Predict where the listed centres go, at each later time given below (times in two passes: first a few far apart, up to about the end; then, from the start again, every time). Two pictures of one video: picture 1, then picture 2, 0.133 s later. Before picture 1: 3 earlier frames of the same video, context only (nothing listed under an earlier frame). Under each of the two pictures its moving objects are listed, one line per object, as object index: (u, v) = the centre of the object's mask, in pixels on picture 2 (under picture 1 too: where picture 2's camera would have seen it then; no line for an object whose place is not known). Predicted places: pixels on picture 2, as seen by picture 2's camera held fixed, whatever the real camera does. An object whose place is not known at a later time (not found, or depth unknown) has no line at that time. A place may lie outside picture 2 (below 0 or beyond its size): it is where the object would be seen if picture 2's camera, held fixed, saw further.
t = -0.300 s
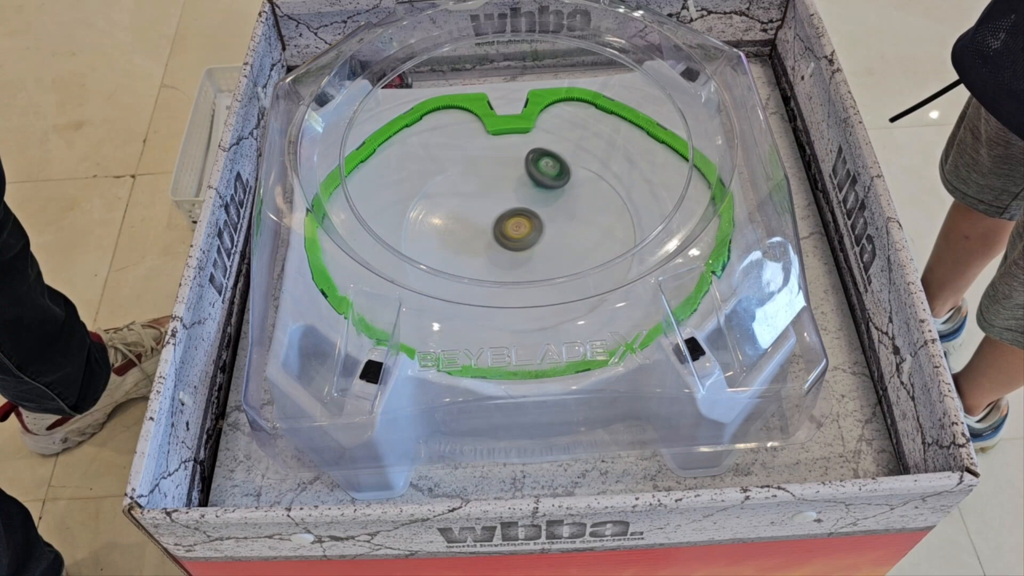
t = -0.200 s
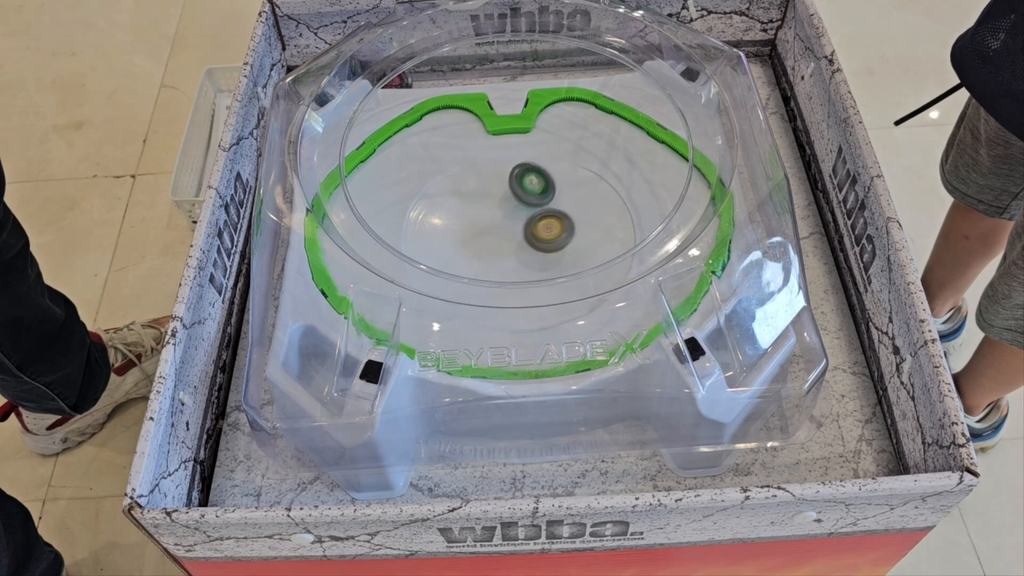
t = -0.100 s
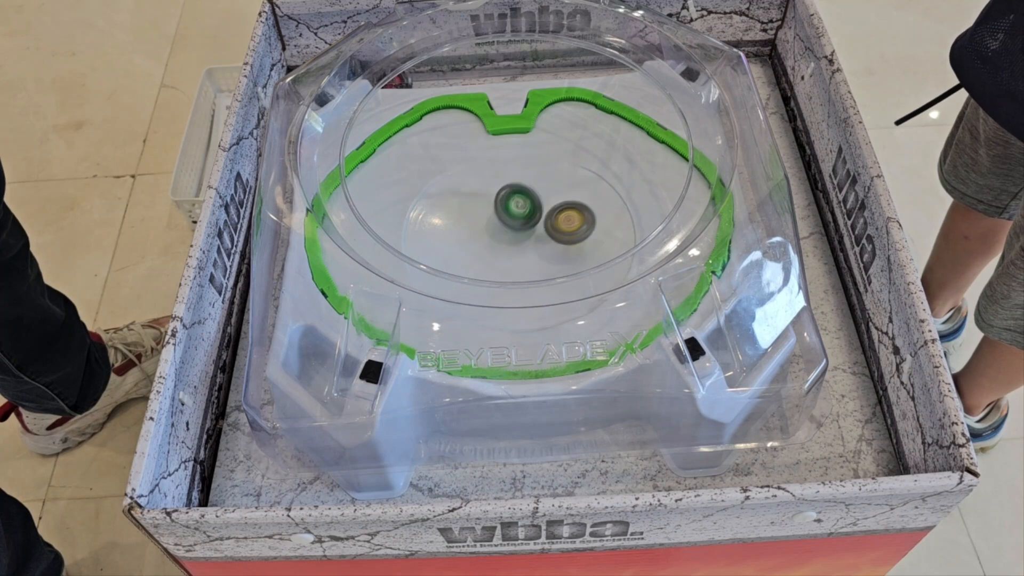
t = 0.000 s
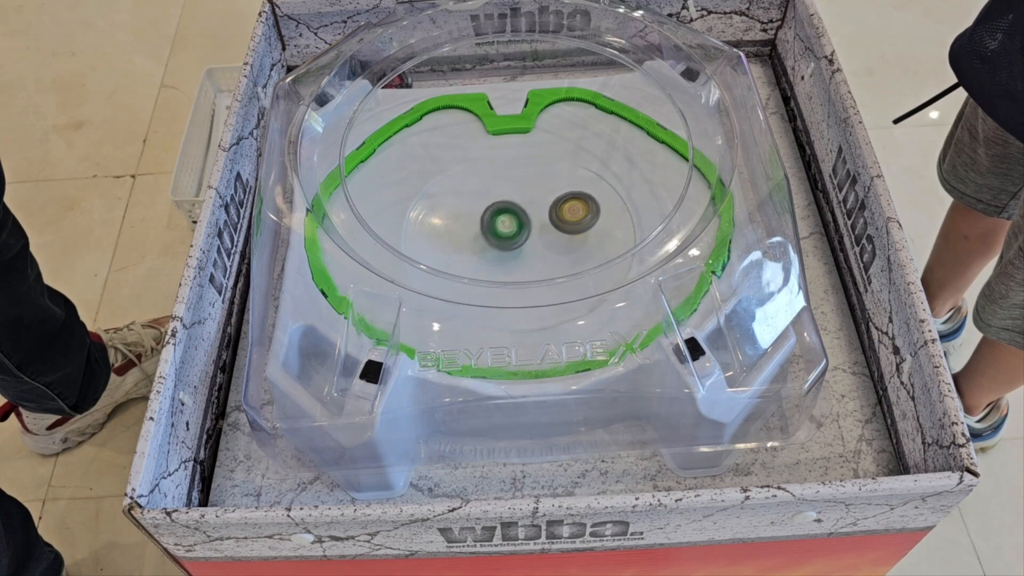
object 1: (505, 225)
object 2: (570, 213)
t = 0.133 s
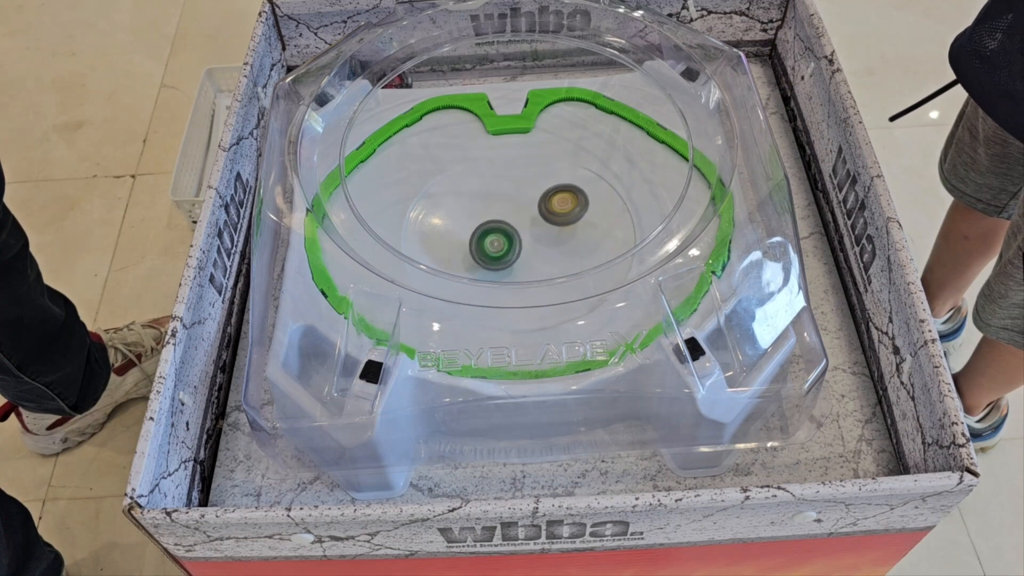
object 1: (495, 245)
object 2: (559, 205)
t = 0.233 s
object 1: (493, 249)
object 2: (546, 210)
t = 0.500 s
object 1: (450, 256)
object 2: (565, 214)
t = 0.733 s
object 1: (471, 251)
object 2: (541, 218)
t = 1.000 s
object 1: (485, 237)
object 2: (560, 211)
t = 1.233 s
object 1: (494, 232)
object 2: (563, 205)
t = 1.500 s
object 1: (492, 226)
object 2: (556, 204)
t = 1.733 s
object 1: (388, 219)
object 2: (620, 187)
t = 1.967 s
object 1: (365, 225)
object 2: (582, 202)
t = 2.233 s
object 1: (463, 219)
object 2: (549, 226)
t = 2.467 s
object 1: (561, 208)
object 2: (540, 263)
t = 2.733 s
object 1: (561, 213)
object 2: (541, 282)
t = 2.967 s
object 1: (529, 219)
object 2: (520, 277)
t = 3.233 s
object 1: (519, 218)
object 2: (491, 259)
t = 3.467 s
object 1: (527, 216)
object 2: (465, 237)
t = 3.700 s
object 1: (537, 222)
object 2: (452, 217)
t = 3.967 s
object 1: (524, 237)
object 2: (462, 199)
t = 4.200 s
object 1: (503, 232)
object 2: (487, 187)
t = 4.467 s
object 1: (508, 272)
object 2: (508, 120)
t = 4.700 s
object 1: (515, 255)
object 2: (530, 137)
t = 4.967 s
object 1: (519, 219)
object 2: (554, 168)
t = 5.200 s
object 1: (431, 185)
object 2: (677, 206)
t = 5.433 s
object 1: (383, 154)
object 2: (600, 187)
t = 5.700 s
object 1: (440, 165)
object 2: (457, 219)
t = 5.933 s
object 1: (526, 226)
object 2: (416, 273)
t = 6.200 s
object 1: (560, 242)
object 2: (384, 300)
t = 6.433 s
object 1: (538, 242)
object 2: (392, 255)
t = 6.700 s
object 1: (514, 228)
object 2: (370, 189)
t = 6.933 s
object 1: (514, 217)
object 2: (391, 136)
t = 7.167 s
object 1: (529, 221)
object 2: (446, 106)
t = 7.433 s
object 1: (525, 243)
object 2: (442, 158)
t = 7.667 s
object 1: (525, 266)
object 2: (471, 203)
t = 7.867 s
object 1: (550, 286)
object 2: (476, 222)
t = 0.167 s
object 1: (494, 247)
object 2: (555, 206)
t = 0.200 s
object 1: (493, 249)
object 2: (550, 207)
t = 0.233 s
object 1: (493, 249)
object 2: (546, 210)
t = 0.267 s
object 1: (493, 249)
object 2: (541, 213)
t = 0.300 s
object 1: (495, 248)
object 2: (539, 215)
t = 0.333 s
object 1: (496, 246)
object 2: (535, 218)
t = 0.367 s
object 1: (490, 248)
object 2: (540, 218)
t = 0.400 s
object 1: (477, 249)
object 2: (551, 215)
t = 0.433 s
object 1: (464, 255)
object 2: (557, 214)
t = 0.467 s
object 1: (455, 255)
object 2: (563, 214)
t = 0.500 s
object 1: (450, 256)
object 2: (565, 214)
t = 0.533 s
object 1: (448, 256)
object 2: (565, 214)
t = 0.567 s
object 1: (448, 256)
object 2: (563, 214)
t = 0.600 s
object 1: (451, 257)
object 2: (561, 214)
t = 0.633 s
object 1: (454, 257)
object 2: (557, 214)
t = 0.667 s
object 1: (458, 257)
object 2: (553, 215)
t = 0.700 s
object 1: (464, 256)
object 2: (547, 216)
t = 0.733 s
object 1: (471, 251)
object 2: (541, 218)
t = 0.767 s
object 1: (479, 249)
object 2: (536, 219)
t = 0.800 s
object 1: (487, 243)
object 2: (533, 221)
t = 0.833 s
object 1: (482, 243)
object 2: (545, 218)
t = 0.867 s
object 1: (478, 243)
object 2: (553, 215)
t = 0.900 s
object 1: (476, 241)
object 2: (558, 214)
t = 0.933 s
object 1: (477, 241)
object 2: (561, 213)
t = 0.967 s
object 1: (480, 238)
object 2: (563, 212)
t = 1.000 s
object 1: (485, 237)
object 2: (560, 211)
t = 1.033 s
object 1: (490, 236)
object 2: (558, 210)
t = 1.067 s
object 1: (496, 234)
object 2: (555, 209)
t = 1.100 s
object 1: (502, 235)
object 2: (552, 209)
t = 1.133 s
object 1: (508, 232)
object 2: (548, 208)
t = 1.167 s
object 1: (513, 233)
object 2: (542, 208)
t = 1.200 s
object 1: (503, 231)
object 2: (553, 205)
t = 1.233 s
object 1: (494, 232)
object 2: (563, 205)
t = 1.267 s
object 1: (487, 230)
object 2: (570, 206)
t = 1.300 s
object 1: (484, 228)
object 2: (572, 206)
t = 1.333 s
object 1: (482, 228)
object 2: (572, 206)
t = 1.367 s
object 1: (483, 227)
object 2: (569, 206)
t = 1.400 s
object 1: (485, 227)
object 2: (567, 205)
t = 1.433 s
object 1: (487, 226)
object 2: (563, 205)
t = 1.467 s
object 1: (489, 226)
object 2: (560, 204)
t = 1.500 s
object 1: (492, 226)
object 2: (556, 204)
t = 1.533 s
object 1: (494, 225)
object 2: (551, 205)
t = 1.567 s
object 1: (497, 224)
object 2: (547, 205)
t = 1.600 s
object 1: (490, 224)
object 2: (551, 204)
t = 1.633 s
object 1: (459, 224)
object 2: (581, 198)
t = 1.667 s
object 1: (429, 228)
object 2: (602, 194)
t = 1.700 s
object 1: (406, 223)
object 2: (615, 191)
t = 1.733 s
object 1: (388, 219)
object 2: (620, 187)
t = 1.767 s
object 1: (367, 228)
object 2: (619, 188)
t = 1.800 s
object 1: (354, 224)
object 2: (614, 193)
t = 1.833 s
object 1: (339, 226)
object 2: (606, 195)
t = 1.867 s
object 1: (333, 230)
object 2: (599, 197)
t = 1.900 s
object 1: (341, 227)
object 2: (592, 199)
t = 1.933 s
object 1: (355, 228)
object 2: (586, 200)
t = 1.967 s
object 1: (365, 225)
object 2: (582, 202)
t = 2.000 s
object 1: (375, 225)
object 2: (578, 204)
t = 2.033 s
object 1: (385, 223)
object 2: (571, 206)
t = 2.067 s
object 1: (395, 221)
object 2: (568, 208)
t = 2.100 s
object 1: (406, 224)
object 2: (564, 211)
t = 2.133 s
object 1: (418, 222)
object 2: (560, 215)
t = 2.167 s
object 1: (432, 220)
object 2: (556, 219)
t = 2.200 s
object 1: (447, 220)
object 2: (552, 222)
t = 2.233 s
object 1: (463, 219)
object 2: (549, 226)
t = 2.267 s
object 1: (479, 218)
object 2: (546, 230)
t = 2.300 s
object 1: (495, 218)
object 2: (543, 235)
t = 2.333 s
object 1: (511, 215)
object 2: (541, 241)
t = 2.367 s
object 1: (526, 213)
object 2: (541, 248)
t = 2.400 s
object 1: (540, 210)
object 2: (540, 255)
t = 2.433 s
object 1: (552, 209)
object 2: (540, 260)
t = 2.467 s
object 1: (561, 208)
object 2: (540, 263)
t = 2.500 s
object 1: (568, 207)
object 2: (540, 266)
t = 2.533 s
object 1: (572, 208)
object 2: (541, 268)
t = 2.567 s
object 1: (574, 208)
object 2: (543, 274)
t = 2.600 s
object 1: (573, 209)
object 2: (543, 276)
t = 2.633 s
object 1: (571, 210)
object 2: (543, 279)
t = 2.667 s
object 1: (568, 211)
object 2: (543, 281)
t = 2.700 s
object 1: (564, 212)
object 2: (542, 281)
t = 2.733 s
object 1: (561, 213)
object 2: (541, 282)
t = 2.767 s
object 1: (556, 214)
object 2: (540, 282)
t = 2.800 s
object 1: (551, 215)
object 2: (538, 282)
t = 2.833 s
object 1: (547, 216)
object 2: (535, 283)
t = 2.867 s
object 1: (542, 217)
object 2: (532, 283)
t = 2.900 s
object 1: (537, 218)
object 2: (530, 281)
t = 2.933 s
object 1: (533, 219)
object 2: (524, 280)
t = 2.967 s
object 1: (529, 219)
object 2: (520, 277)
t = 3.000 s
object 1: (526, 220)
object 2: (517, 275)
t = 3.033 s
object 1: (523, 220)
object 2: (513, 274)
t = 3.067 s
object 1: (521, 220)
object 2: (509, 269)
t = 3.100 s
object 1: (520, 219)
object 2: (505, 267)
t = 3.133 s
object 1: (519, 219)
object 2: (501, 266)
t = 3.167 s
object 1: (518, 218)
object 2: (500, 263)
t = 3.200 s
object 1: (518, 218)
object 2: (496, 261)
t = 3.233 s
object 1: (519, 218)
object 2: (491, 259)
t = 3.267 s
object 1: (519, 218)
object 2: (487, 256)
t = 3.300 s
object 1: (520, 217)
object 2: (483, 253)
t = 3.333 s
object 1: (521, 217)
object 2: (479, 250)
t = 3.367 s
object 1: (522, 216)
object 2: (475, 247)
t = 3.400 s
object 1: (524, 216)
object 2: (471, 243)
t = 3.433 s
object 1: (525, 216)
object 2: (468, 240)
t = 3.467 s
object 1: (527, 216)
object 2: (465, 237)
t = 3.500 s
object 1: (529, 216)
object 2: (463, 234)
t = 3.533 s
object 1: (530, 217)
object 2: (461, 231)
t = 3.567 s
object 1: (532, 218)
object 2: (459, 228)
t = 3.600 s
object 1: (533, 218)
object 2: (458, 225)
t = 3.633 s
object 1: (534, 219)
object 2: (457, 222)
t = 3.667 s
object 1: (536, 221)
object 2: (456, 219)
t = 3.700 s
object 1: (537, 222)
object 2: (452, 217)
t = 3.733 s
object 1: (537, 225)
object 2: (452, 214)
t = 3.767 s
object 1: (537, 227)
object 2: (453, 212)
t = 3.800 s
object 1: (536, 229)
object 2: (453, 210)
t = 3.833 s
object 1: (534, 231)
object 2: (454, 208)
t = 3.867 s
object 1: (532, 232)
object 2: (456, 205)
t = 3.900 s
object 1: (529, 234)
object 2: (458, 203)
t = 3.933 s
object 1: (527, 236)
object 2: (460, 201)
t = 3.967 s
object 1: (524, 237)
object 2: (462, 199)
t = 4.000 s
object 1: (521, 238)
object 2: (465, 197)
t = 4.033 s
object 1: (517, 237)
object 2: (468, 195)
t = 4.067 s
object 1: (514, 236)
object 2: (471, 194)
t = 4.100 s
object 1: (510, 236)
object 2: (475, 192)
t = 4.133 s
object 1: (508, 235)
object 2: (479, 191)
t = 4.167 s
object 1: (505, 234)
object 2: (483, 189)
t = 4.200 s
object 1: (503, 232)
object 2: (487, 187)
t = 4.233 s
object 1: (503, 240)
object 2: (491, 174)
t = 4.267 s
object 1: (503, 252)
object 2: (495, 158)
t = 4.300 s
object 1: (504, 263)
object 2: (499, 148)
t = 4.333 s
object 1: (505, 267)
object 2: (500, 141)
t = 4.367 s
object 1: (507, 270)
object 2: (501, 134)
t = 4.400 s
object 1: (508, 271)
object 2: (503, 129)
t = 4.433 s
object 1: (508, 272)
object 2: (505, 123)
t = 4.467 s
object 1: (508, 272)
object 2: (508, 120)
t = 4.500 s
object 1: (508, 272)
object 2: (511, 121)
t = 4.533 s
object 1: (508, 270)
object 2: (514, 123)
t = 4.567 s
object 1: (510, 268)
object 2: (517, 125)
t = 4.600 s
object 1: (512, 265)
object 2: (520, 128)
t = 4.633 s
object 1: (514, 261)
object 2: (523, 130)
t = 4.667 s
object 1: (515, 258)
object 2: (526, 134)
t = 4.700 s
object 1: (515, 255)
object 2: (530, 137)
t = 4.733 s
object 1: (515, 250)
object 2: (534, 140)
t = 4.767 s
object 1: (515, 247)
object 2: (538, 144)
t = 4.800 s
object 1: (515, 243)
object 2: (541, 147)
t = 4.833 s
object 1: (515, 238)
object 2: (544, 151)
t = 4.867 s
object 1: (515, 233)
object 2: (546, 155)
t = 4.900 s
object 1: (516, 228)
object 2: (550, 159)
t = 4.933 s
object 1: (517, 223)
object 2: (551, 164)
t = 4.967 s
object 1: (519, 219)
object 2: (554, 168)
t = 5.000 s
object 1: (521, 214)
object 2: (558, 173)
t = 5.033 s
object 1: (524, 212)
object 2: (559, 178)
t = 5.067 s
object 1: (519, 209)
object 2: (570, 182)
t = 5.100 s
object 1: (497, 191)
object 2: (602, 184)
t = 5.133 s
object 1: (474, 181)
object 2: (633, 193)
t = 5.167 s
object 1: (452, 179)
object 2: (655, 200)
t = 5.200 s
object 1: (431, 185)
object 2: (677, 206)
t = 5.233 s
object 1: (417, 175)
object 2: (698, 210)
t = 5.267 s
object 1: (404, 171)
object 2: (701, 209)
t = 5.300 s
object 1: (393, 171)
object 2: (681, 200)
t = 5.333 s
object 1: (387, 167)
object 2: (658, 199)
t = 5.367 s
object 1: (383, 162)
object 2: (640, 192)
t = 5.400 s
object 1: (382, 159)
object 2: (620, 186)
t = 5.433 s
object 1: (383, 154)
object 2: (600, 187)
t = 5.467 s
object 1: (387, 154)
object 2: (579, 185)
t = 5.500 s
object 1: (391, 152)
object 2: (558, 187)
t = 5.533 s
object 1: (396, 153)
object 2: (538, 189)
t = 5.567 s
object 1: (403, 153)
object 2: (518, 193)
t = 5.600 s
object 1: (410, 156)
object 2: (500, 199)
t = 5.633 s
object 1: (419, 156)
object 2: (482, 203)
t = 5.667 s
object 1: (430, 163)
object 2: (469, 212)
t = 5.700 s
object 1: (440, 165)
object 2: (457, 219)
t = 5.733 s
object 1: (452, 174)
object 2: (447, 228)
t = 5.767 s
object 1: (464, 180)
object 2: (438, 237)
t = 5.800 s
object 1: (479, 191)
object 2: (431, 246)
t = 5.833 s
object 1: (493, 203)
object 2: (428, 250)
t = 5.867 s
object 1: (506, 210)
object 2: (421, 264)
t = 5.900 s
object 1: (518, 222)
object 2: (416, 269)
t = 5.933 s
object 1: (526, 226)
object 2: (416, 273)
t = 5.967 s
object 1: (534, 234)
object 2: (411, 284)
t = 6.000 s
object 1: (540, 238)
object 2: (409, 290)
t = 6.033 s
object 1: (545, 239)
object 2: (404, 294)
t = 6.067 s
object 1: (548, 242)
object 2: (398, 297)
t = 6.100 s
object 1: (552, 241)
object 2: (390, 300)
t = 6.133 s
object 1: (555, 241)
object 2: (384, 303)
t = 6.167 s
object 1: (558, 242)
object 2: (380, 303)
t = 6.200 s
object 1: (560, 242)
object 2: (384, 300)
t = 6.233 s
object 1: (559, 243)
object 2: (389, 295)
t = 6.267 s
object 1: (559, 244)
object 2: (393, 290)
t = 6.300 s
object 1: (555, 243)
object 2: (396, 284)
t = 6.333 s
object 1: (552, 244)
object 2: (398, 277)
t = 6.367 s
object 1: (547, 245)
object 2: (398, 270)
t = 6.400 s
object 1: (543, 242)
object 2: (397, 263)
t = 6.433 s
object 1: (538, 242)
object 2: (392, 255)
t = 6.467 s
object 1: (536, 241)
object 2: (387, 248)
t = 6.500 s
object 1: (533, 238)
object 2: (382, 240)
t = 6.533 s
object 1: (529, 238)
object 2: (378, 231)
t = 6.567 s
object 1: (526, 231)
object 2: (375, 222)
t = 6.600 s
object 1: (523, 231)
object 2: (372, 214)
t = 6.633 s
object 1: (519, 231)
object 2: (371, 205)
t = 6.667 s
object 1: (516, 228)
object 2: (371, 197)
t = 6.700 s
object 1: (514, 228)
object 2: (370, 189)
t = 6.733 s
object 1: (511, 227)
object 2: (371, 181)
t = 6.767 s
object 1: (510, 225)
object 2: (373, 172)
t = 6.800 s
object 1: (510, 226)
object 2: (375, 164)
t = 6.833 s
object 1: (510, 222)
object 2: (378, 156)
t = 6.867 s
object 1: (511, 222)
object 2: (382, 149)
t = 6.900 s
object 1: (513, 218)
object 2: (386, 142)
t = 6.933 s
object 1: (514, 217)
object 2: (391, 136)
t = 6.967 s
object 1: (516, 218)
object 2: (398, 130)
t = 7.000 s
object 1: (519, 215)
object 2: (404, 125)
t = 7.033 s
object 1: (521, 217)
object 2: (412, 120)
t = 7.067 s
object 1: (522, 217)
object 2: (420, 116)
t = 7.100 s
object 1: (524, 218)
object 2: (428, 113)
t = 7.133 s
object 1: (526, 220)
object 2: (437, 109)
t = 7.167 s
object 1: (529, 221)
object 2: (446, 106)
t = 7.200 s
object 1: (531, 223)
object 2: (454, 103)
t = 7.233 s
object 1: (532, 225)
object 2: (461, 101)
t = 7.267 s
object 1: (534, 228)
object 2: (455, 109)
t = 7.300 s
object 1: (534, 231)
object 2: (449, 118)
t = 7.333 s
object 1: (534, 234)
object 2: (444, 129)
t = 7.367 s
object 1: (532, 239)
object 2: (440, 138)
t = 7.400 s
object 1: (529, 242)
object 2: (440, 148)
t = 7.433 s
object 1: (525, 243)
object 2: (442, 158)
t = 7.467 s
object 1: (521, 243)
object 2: (448, 170)
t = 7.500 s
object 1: (518, 242)
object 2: (453, 183)
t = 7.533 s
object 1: (514, 241)
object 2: (464, 194)
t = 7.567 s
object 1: (510, 240)
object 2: (474, 206)
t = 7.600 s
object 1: (510, 243)
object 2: (480, 210)
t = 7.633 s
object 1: (515, 252)
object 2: (476, 208)
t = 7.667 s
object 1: (525, 266)
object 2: (471, 203)
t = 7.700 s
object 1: (532, 272)
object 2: (469, 201)
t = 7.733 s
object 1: (538, 280)
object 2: (469, 201)
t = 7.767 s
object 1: (544, 287)
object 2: (471, 204)
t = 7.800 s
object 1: (549, 286)
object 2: (473, 209)
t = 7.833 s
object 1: (550, 286)
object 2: (474, 215)
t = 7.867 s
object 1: (550, 286)
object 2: (476, 222)
